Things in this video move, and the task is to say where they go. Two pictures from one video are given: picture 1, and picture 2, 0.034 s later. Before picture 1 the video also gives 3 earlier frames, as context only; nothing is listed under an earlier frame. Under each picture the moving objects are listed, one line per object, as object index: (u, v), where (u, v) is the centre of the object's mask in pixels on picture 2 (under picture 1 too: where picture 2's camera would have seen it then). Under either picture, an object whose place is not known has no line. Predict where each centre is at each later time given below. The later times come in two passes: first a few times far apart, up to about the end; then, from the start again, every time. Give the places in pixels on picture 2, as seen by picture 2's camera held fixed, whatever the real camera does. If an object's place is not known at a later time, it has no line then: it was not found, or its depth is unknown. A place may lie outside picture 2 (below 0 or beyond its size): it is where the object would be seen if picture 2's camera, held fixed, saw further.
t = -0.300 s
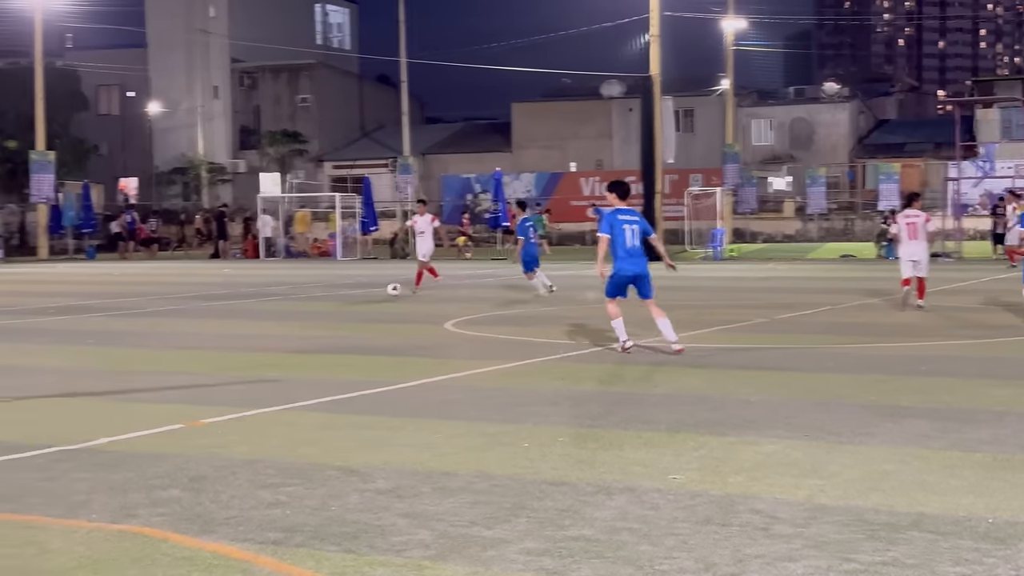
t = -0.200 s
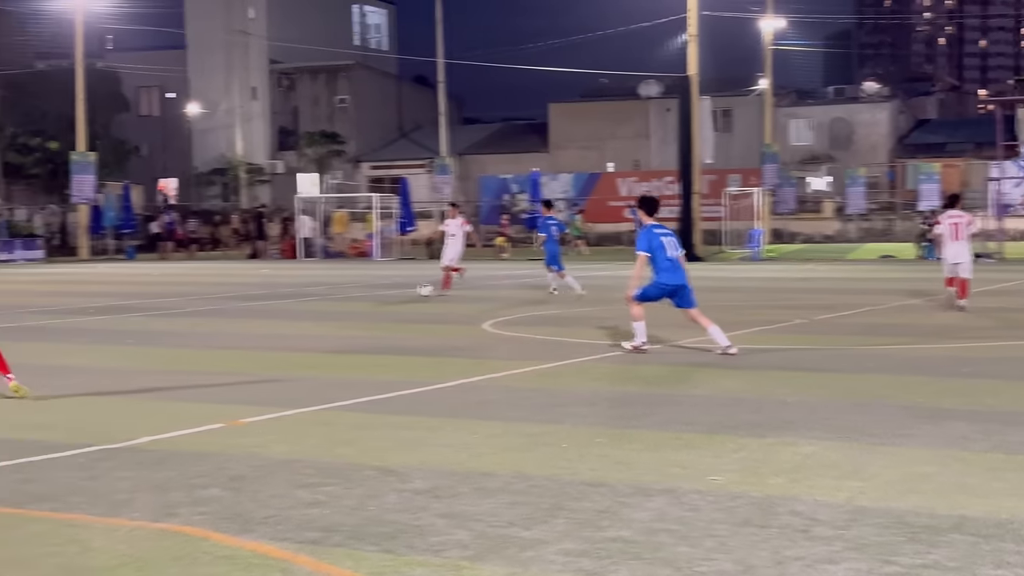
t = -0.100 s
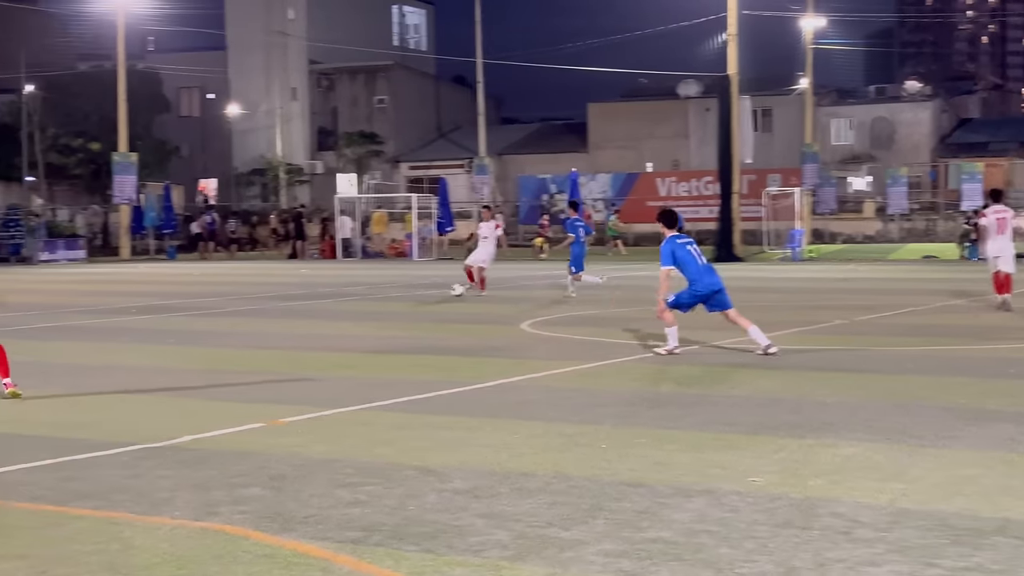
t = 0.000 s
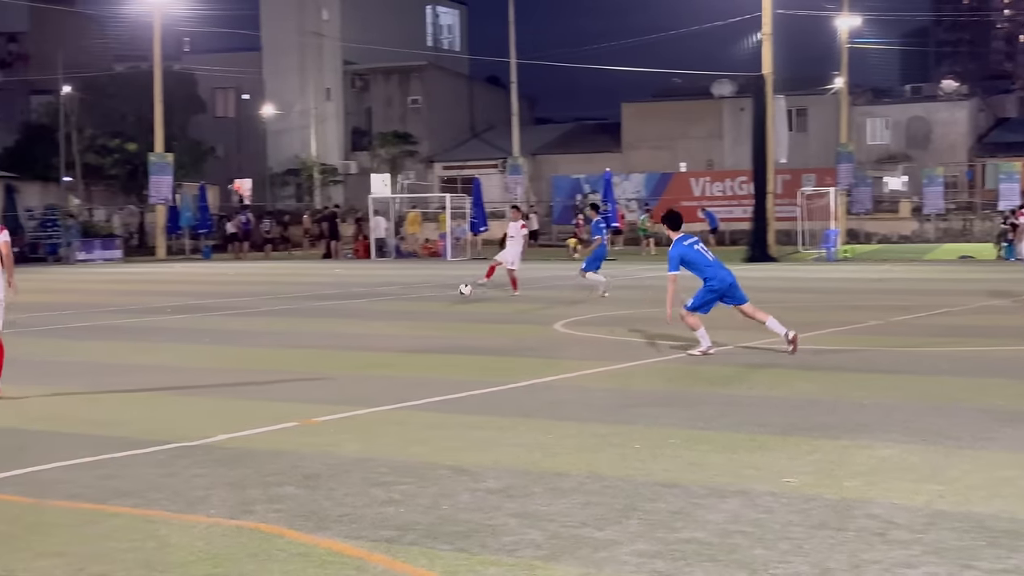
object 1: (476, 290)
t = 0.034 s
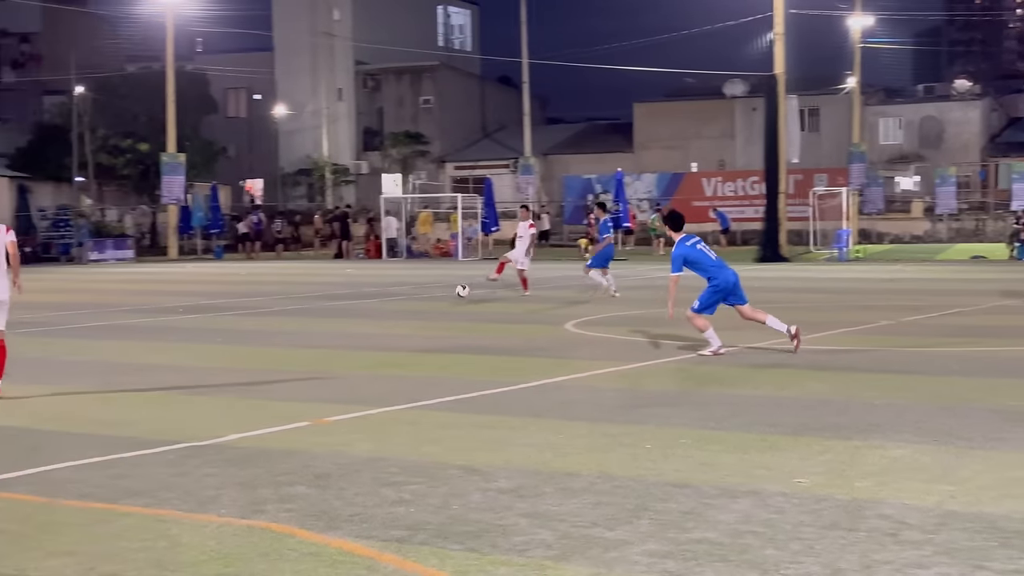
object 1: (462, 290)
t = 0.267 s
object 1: (363, 300)
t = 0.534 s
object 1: (244, 318)
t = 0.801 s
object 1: (126, 332)
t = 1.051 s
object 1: (0, 352)
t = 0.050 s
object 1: (455, 291)
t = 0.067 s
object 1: (448, 292)
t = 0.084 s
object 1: (441, 294)
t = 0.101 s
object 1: (434, 295)
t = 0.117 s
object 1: (427, 296)
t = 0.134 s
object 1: (419, 298)
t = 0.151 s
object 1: (412, 299)
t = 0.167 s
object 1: (406, 300)
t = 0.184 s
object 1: (398, 299)
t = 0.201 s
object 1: (391, 299)
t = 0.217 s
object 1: (385, 299)
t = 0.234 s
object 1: (377, 299)
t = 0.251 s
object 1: (370, 299)
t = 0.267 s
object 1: (363, 300)
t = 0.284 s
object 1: (356, 300)
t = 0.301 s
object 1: (348, 302)
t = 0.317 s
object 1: (341, 302)
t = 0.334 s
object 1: (333, 304)
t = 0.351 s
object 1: (326, 306)
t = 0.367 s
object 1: (318, 308)
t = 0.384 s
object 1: (310, 311)
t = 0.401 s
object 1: (303, 312)
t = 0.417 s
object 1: (295, 312)
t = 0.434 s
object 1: (289, 313)
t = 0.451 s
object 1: (281, 314)
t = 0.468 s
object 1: (274, 315)
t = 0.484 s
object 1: (266, 316)
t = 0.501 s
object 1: (259, 318)
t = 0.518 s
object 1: (251, 319)
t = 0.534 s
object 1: (244, 318)
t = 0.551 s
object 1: (238, 319)
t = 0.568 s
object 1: (231, 318)
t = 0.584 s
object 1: (224, 319)
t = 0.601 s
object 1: (216, 319)
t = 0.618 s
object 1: (209, 320)
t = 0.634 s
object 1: (201, 321)
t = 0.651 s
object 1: (194, 322)
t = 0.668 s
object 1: (186, 324)
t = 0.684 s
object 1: (179, 326)
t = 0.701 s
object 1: (171, 328)
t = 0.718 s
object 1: (163, 330)
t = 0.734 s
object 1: (156, 332)
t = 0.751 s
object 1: (148, 332)
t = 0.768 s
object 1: (141, 332)
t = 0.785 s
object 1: (134, 332)
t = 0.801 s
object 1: (126, 332)
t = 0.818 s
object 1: (118, 332)
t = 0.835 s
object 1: (111, 333)
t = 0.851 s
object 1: (103, 334)
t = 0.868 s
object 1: (95, 336)
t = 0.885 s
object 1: (86, 337)
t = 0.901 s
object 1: (78, 340)
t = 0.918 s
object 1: (71, 342)
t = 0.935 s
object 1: (62, 345)
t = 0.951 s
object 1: (54, 348)
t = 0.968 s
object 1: (45, 348)
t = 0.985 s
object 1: (37, 348)
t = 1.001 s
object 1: (28, 349)
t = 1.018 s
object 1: (19, 349)
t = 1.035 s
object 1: (10, 350)
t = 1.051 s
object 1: (0, 352)
